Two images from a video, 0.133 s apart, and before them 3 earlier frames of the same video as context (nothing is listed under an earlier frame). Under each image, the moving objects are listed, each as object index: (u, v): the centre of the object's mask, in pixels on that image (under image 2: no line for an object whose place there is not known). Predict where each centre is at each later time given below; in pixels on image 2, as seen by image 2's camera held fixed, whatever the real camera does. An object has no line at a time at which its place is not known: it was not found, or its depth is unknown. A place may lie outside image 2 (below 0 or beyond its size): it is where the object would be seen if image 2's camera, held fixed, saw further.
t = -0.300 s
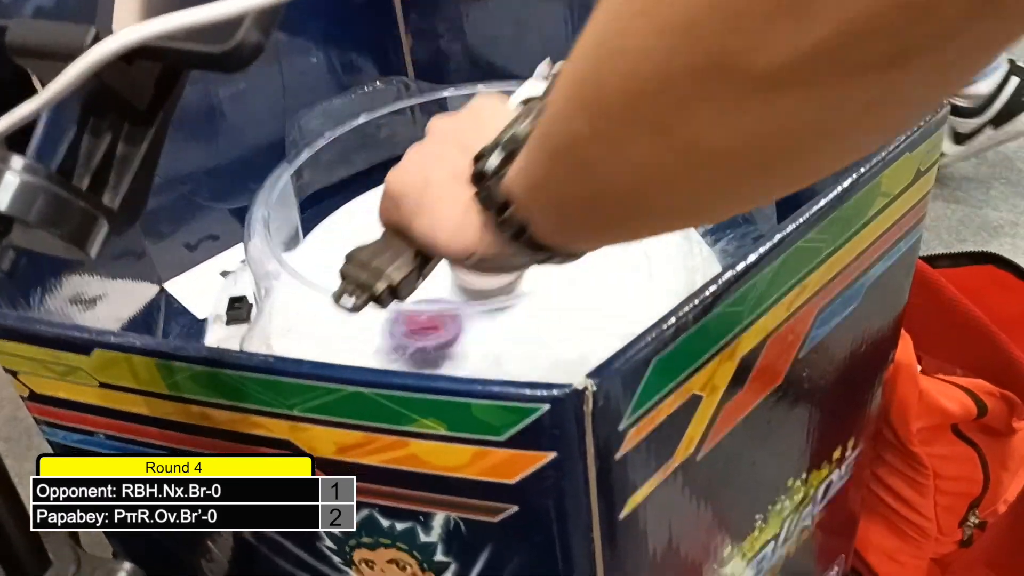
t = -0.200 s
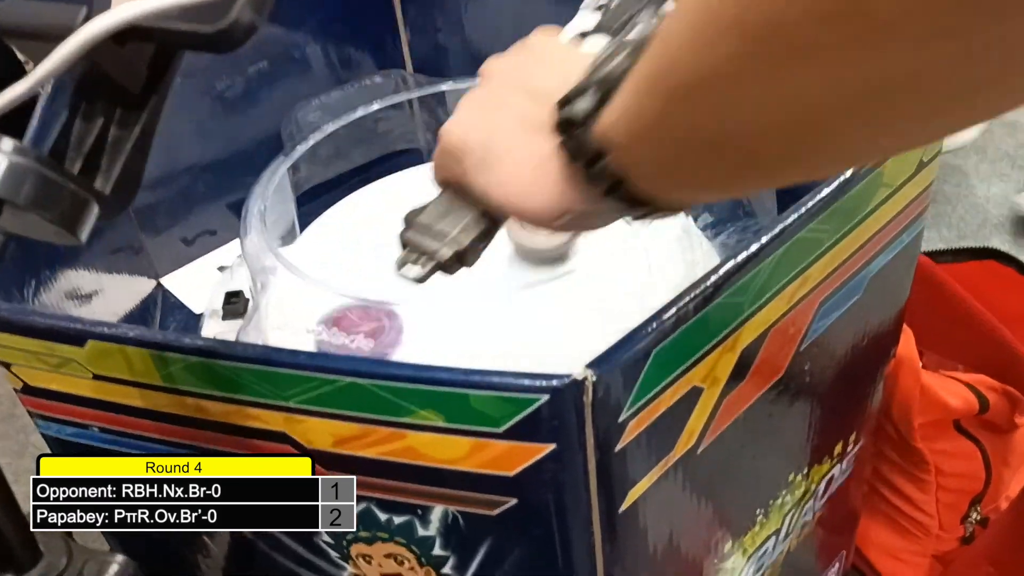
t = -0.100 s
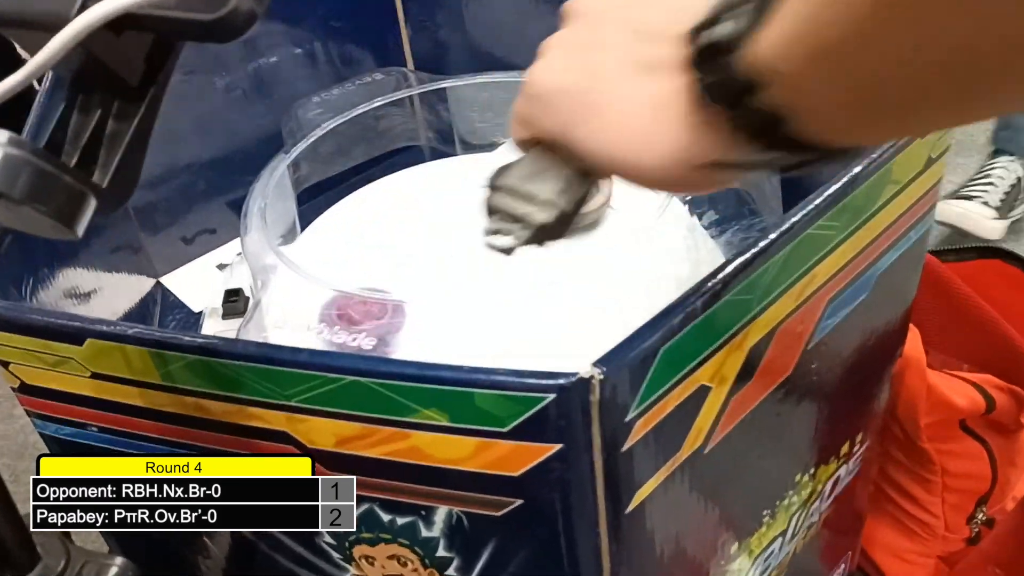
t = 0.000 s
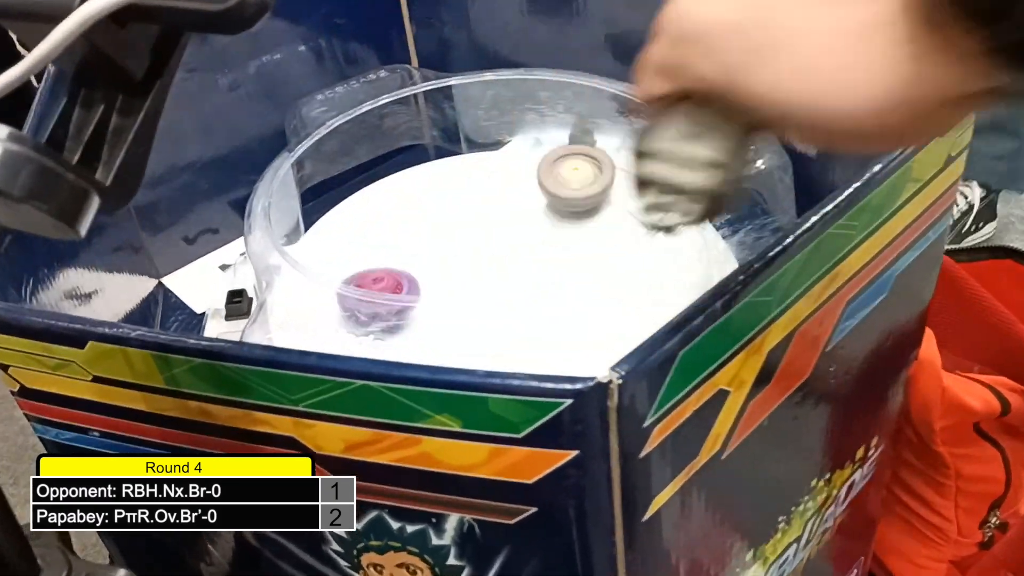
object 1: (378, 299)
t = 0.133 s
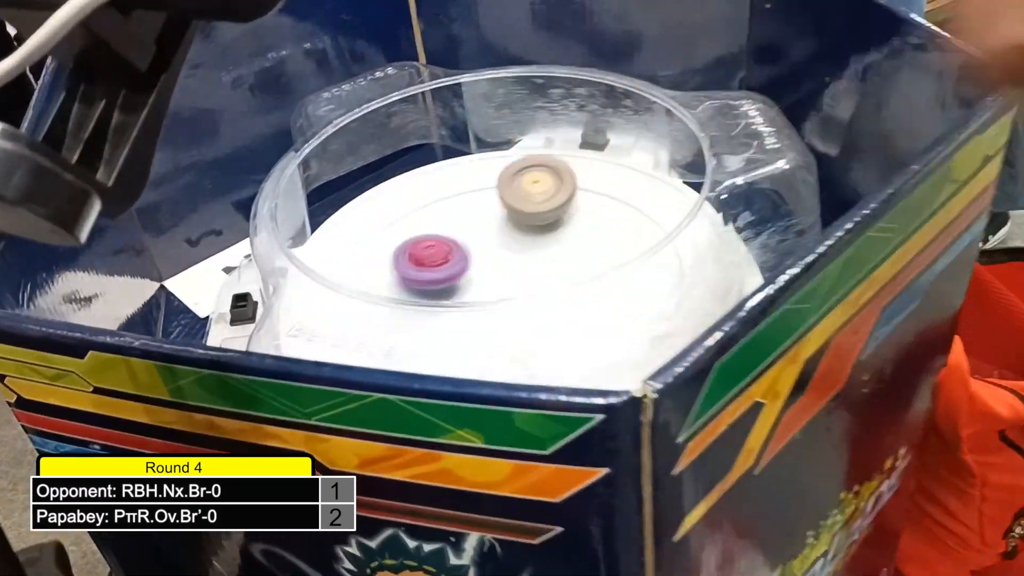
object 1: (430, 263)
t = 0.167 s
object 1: (448, 256)
